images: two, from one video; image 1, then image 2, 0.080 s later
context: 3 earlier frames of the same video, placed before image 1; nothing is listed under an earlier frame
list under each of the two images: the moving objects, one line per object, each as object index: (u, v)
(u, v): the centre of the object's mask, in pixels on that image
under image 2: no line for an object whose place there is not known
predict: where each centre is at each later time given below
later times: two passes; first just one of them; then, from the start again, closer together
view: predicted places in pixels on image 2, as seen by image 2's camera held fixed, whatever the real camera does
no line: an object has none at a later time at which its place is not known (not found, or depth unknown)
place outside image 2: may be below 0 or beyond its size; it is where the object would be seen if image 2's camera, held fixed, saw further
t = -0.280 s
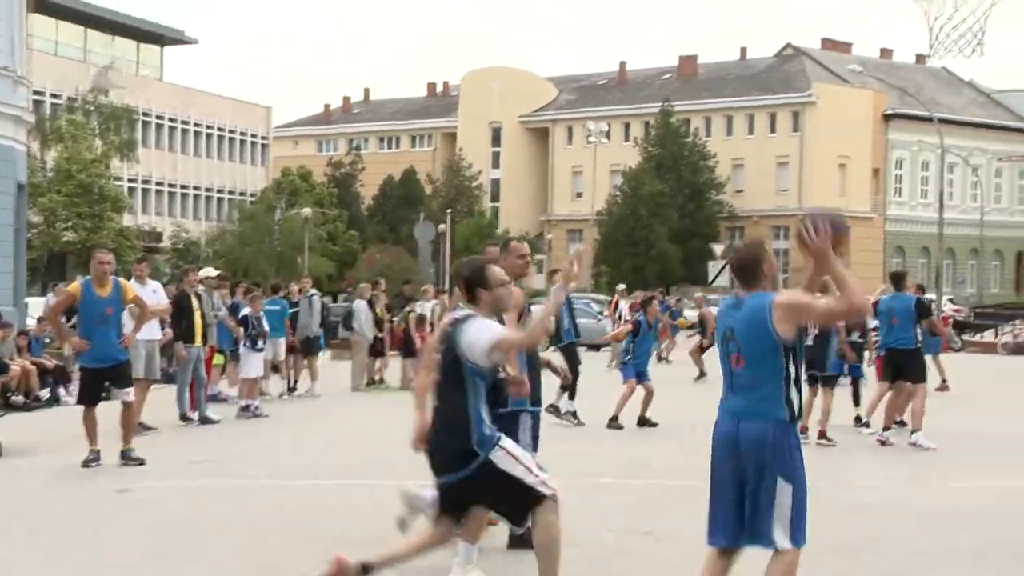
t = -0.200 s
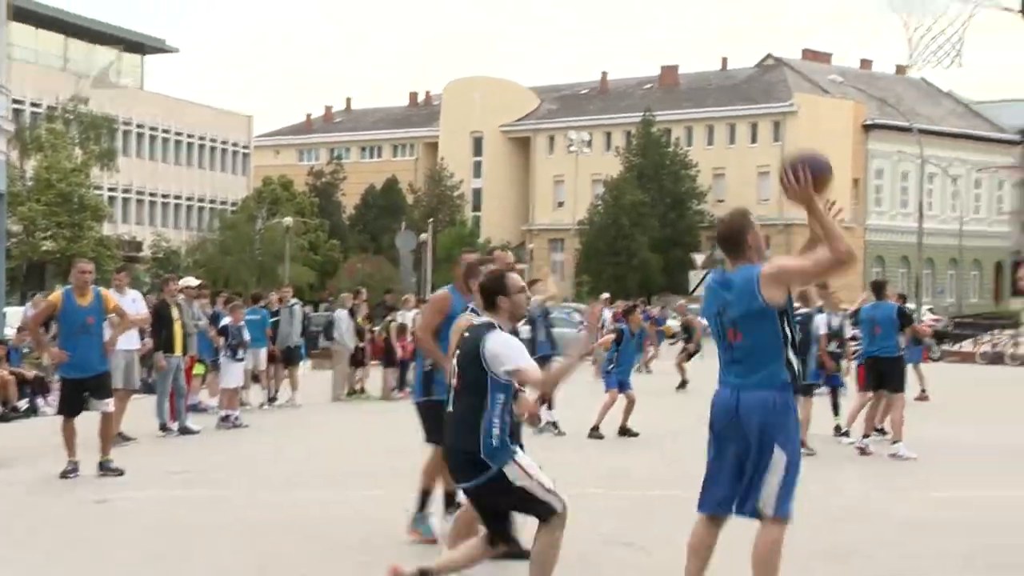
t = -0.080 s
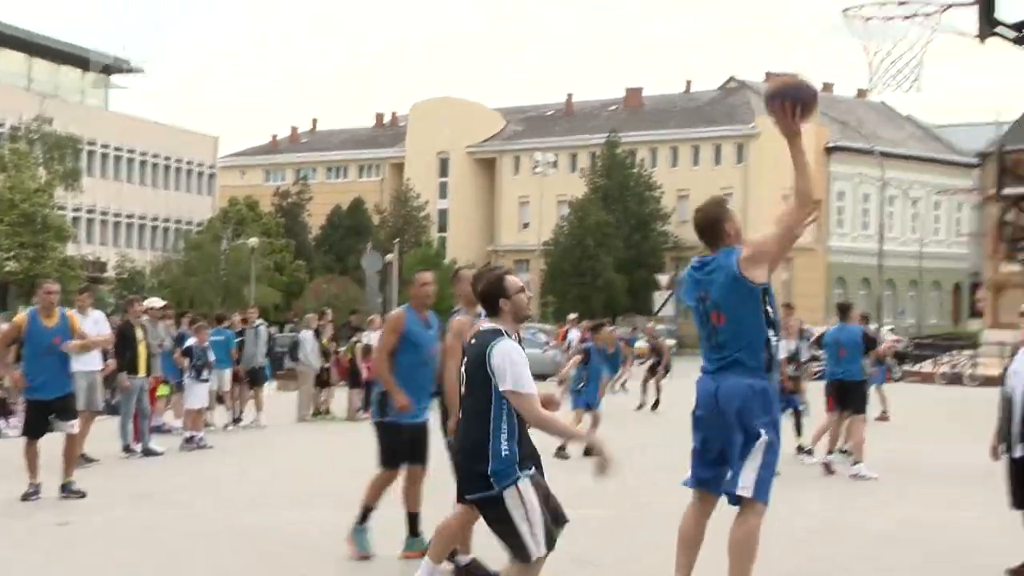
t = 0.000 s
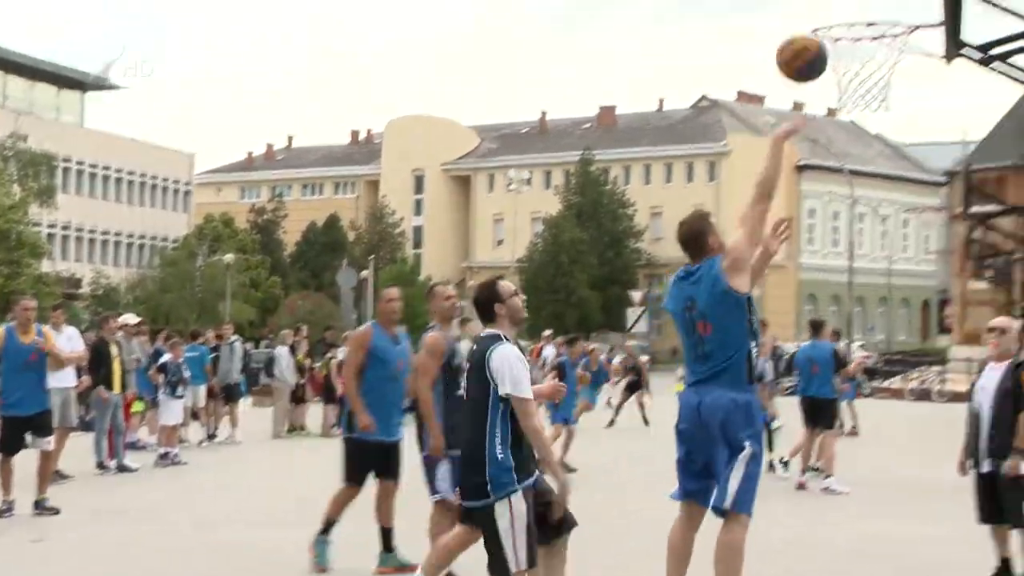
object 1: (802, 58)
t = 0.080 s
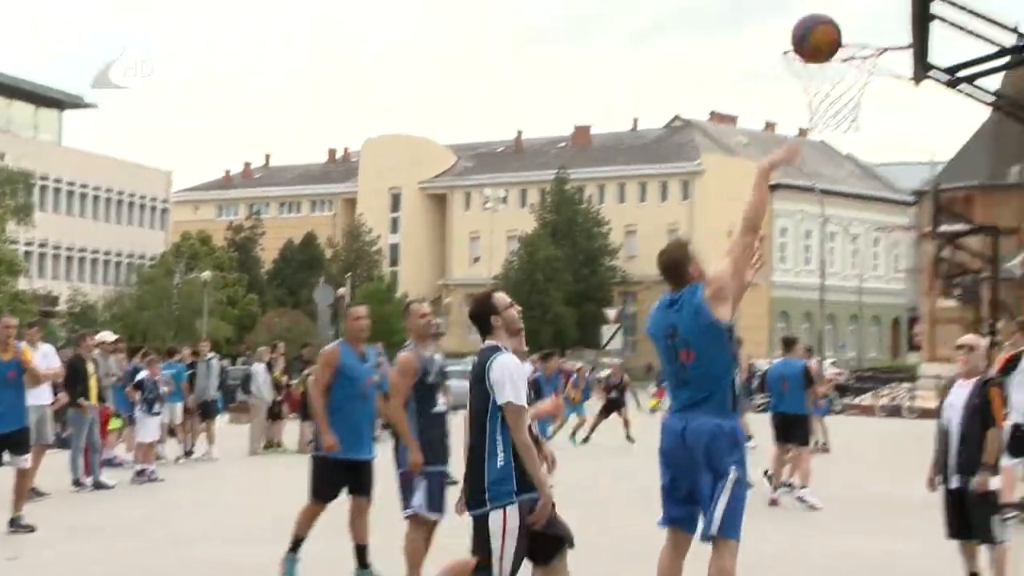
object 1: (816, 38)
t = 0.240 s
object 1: (880, -12)
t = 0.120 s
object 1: (834, 21)
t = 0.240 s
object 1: (880, -12)
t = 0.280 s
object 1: (867, -10)
